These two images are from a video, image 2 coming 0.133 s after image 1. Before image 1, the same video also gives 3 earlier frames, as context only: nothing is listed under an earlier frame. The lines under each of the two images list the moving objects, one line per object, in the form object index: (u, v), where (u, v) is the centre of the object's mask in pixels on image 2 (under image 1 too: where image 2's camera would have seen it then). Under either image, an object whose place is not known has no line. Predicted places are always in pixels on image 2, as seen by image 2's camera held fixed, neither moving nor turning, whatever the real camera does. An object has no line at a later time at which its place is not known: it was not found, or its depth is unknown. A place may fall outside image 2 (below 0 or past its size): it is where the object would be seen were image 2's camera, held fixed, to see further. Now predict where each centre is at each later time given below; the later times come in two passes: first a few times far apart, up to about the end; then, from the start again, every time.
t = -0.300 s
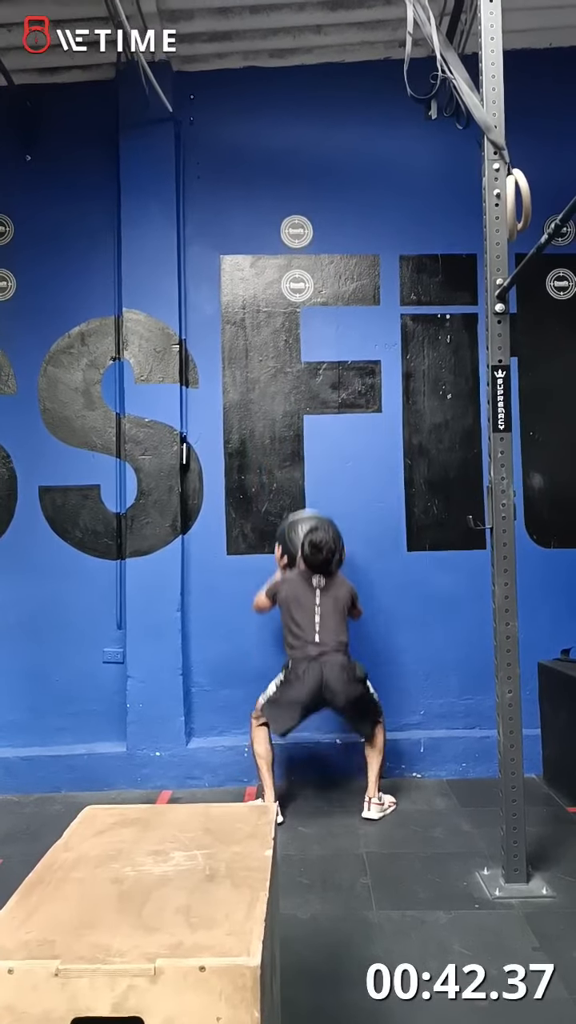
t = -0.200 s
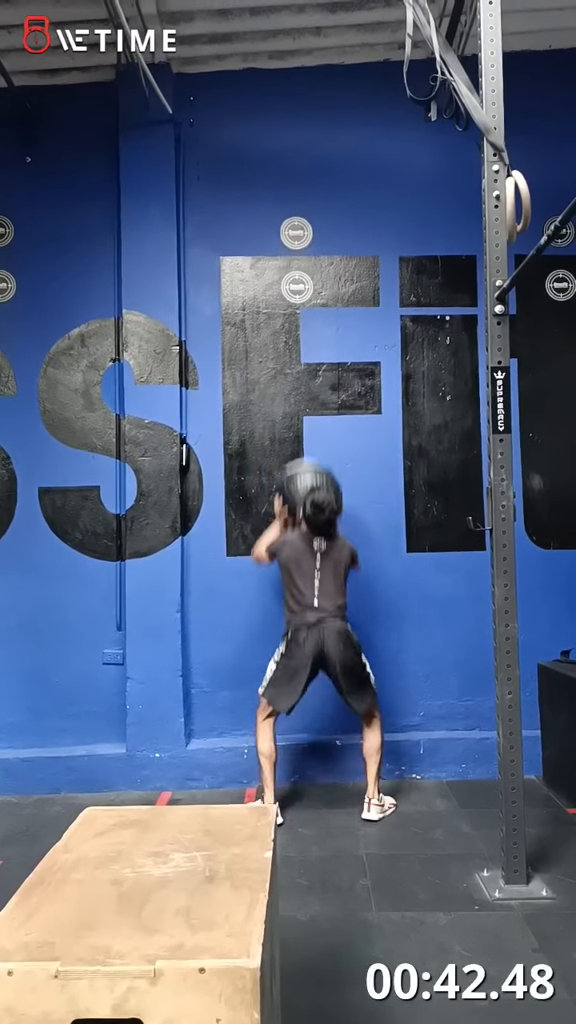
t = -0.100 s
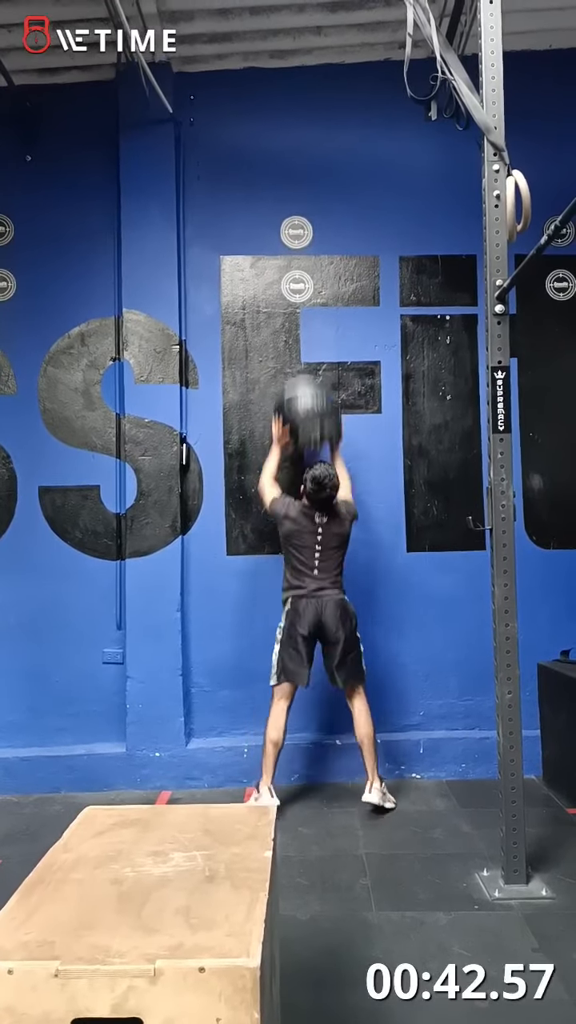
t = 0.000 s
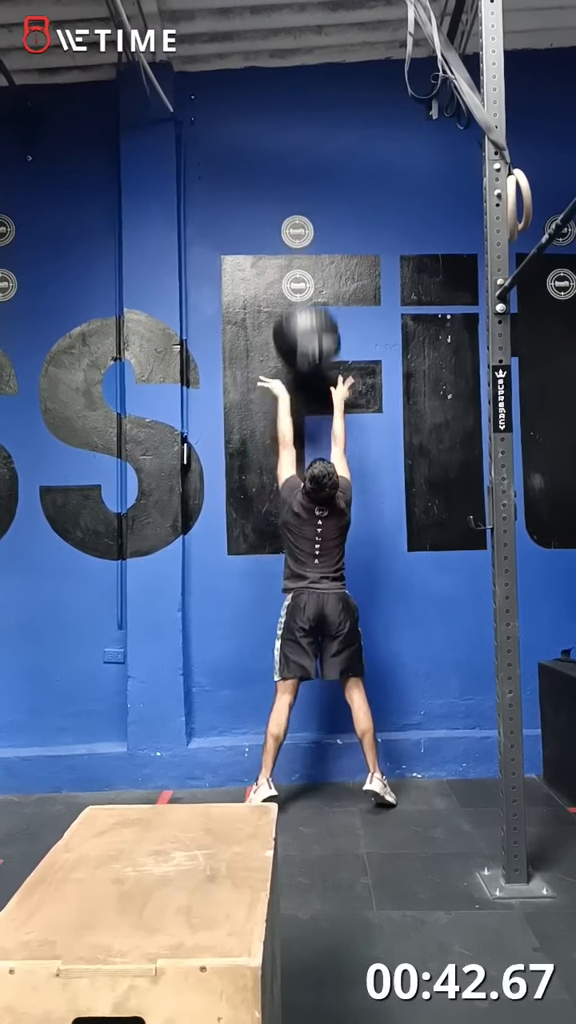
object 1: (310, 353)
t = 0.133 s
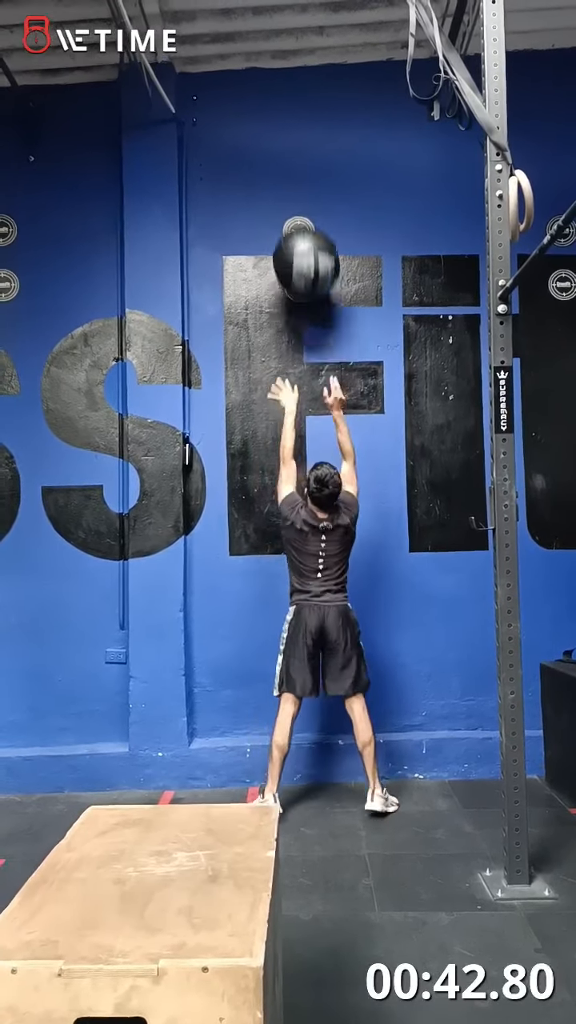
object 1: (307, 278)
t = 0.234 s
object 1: (306, 237)
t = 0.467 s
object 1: (304, 228)
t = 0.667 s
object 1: (304, 283)
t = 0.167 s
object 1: (308, 257)
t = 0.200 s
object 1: (307, 246)
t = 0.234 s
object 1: (306, 237)
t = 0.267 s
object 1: (306, 231)
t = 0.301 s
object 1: (305, 227)
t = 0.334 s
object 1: (305, 225)
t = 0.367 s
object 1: (305, 224)
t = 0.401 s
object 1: (305, 224)
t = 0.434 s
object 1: (304, 225)
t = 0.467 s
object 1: (304, 228)
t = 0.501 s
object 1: (304, 230)
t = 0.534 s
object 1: (304, 235)
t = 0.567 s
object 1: (304, 242)
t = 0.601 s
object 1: (304, 250)
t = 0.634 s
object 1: (304, 267)
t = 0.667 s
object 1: (304, 283)
